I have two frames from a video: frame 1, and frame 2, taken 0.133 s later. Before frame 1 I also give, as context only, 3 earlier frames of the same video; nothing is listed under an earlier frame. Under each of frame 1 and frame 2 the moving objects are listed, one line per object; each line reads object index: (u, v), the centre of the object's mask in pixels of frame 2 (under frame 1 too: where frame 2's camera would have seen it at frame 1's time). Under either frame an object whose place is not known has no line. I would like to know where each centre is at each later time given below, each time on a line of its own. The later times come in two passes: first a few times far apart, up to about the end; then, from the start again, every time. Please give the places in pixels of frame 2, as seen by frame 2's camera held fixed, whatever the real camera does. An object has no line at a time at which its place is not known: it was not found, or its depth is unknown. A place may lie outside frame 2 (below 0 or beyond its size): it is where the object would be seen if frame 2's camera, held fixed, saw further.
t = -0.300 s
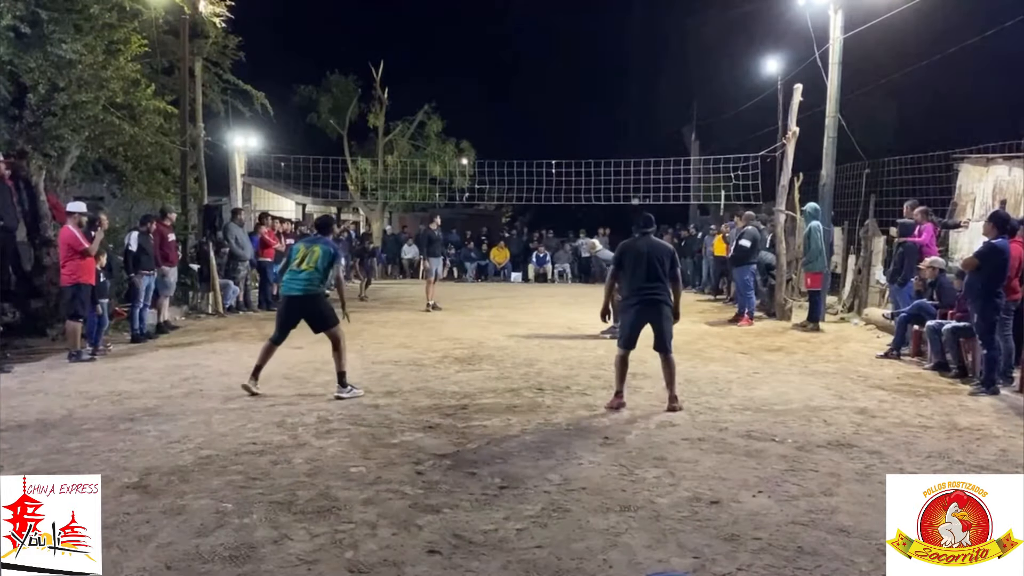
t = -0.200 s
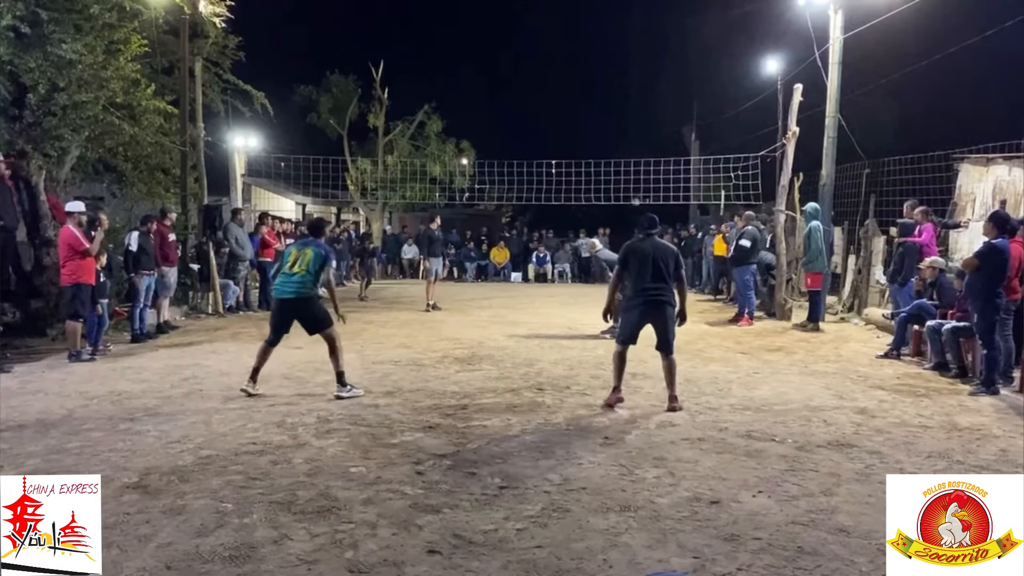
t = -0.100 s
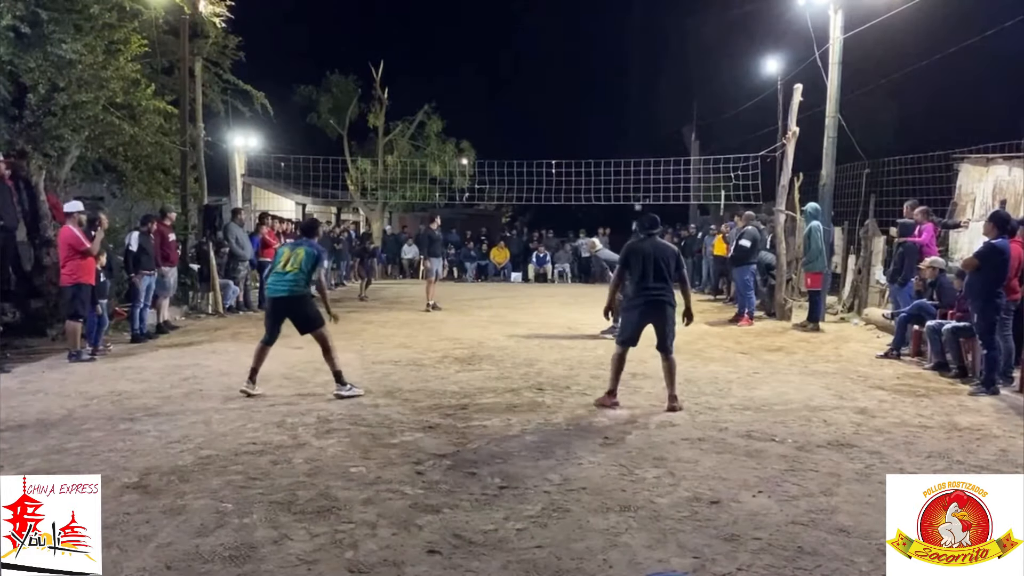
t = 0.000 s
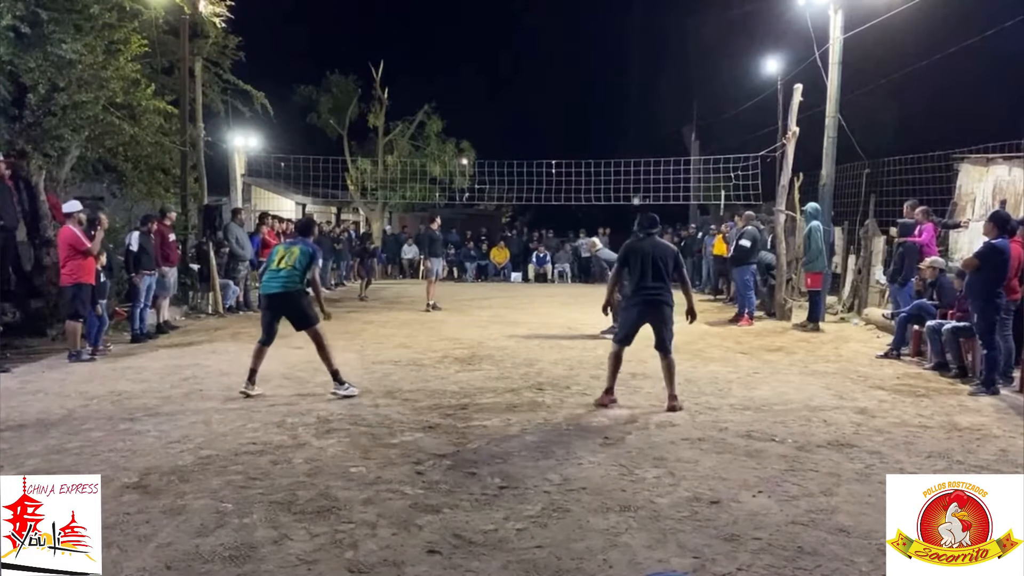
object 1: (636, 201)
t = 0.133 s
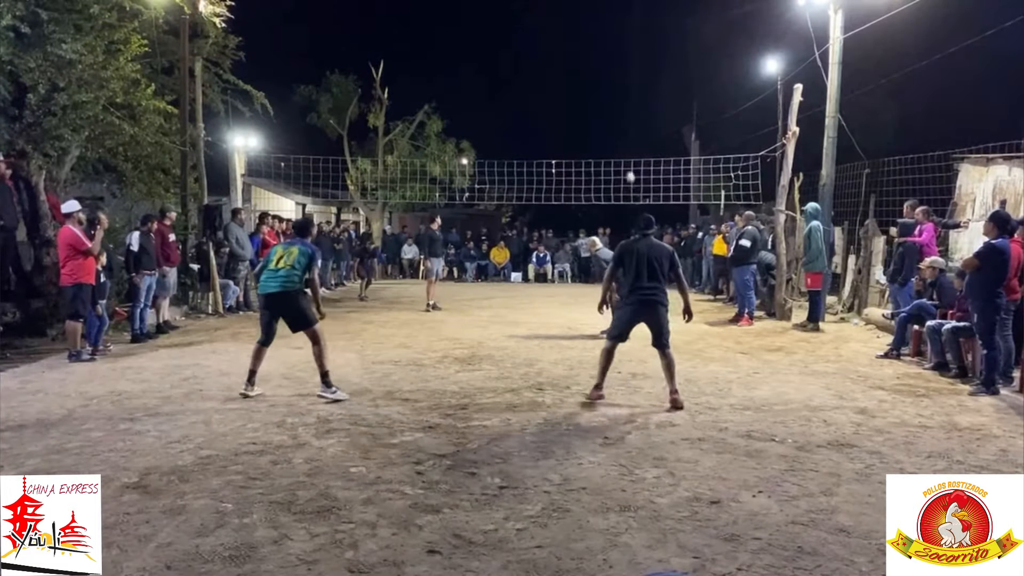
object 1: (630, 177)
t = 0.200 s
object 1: (626, 166)
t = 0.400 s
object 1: (611, 135)
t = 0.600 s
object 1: (588, 109)
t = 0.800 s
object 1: (555, 92)
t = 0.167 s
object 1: (628, 171)
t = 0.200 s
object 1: (626, 166)
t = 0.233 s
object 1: (624, 160)
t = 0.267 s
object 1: (621, 154)
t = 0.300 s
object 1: (619, 150)
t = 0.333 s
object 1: (617, 145)
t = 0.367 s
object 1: (614, 140)
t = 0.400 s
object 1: (611, 135)
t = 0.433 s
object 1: (608, 130)
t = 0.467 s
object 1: (605, 125)
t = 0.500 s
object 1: (601, 121)
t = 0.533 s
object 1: (597, 117)
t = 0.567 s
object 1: (592, 113)
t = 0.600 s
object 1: (588, 109)
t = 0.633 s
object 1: (583, 105)
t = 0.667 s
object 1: (577, 102)
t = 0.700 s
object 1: (572, 98)
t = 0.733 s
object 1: (567, 96)
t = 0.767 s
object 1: (561, 93)
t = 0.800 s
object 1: (555, 92)
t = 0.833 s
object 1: (549, 91)
